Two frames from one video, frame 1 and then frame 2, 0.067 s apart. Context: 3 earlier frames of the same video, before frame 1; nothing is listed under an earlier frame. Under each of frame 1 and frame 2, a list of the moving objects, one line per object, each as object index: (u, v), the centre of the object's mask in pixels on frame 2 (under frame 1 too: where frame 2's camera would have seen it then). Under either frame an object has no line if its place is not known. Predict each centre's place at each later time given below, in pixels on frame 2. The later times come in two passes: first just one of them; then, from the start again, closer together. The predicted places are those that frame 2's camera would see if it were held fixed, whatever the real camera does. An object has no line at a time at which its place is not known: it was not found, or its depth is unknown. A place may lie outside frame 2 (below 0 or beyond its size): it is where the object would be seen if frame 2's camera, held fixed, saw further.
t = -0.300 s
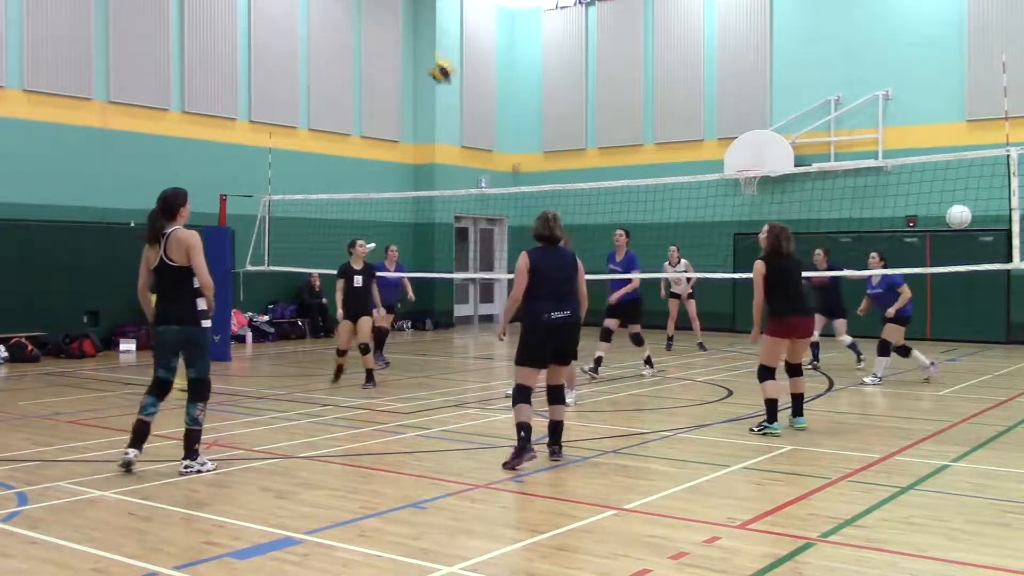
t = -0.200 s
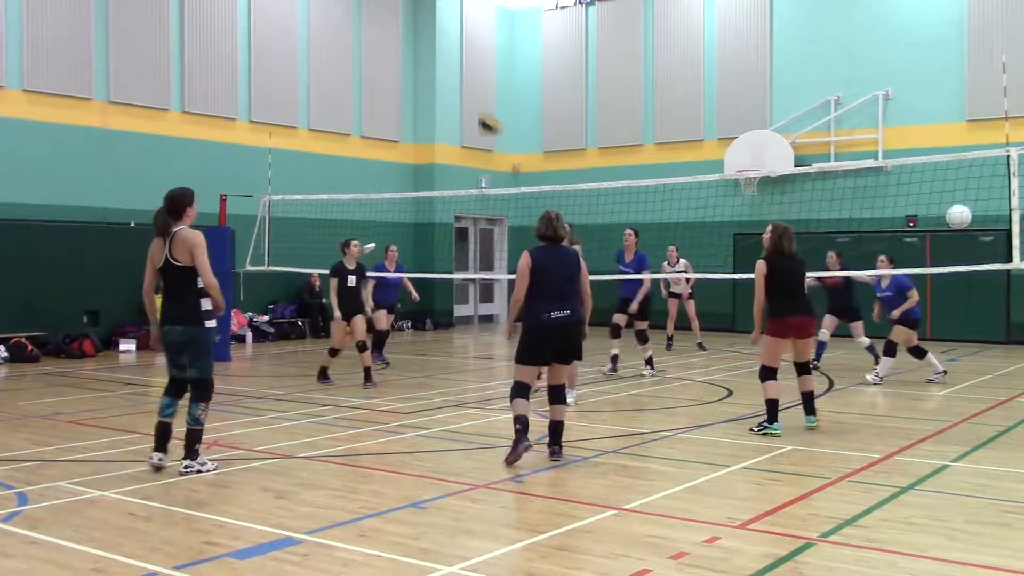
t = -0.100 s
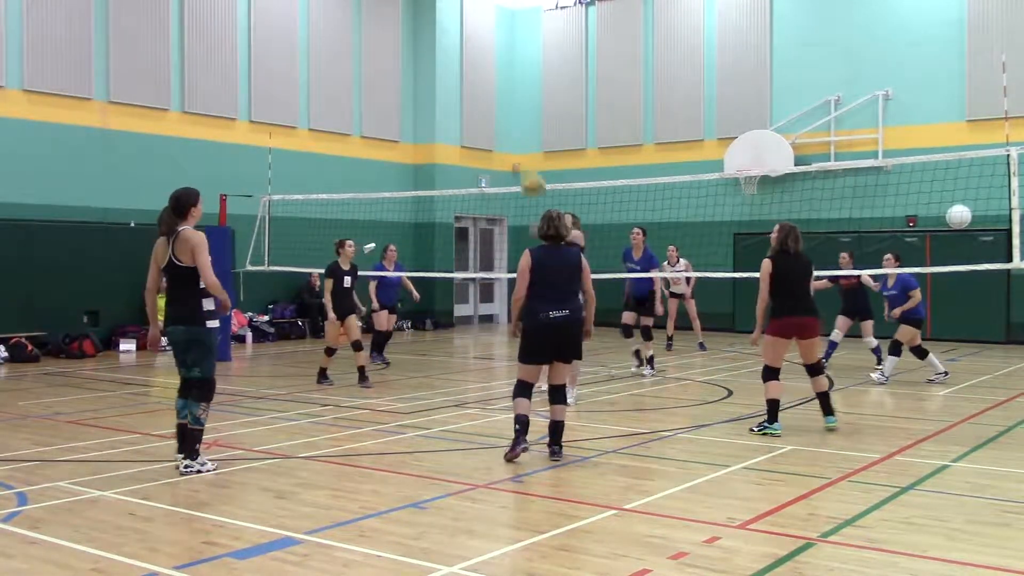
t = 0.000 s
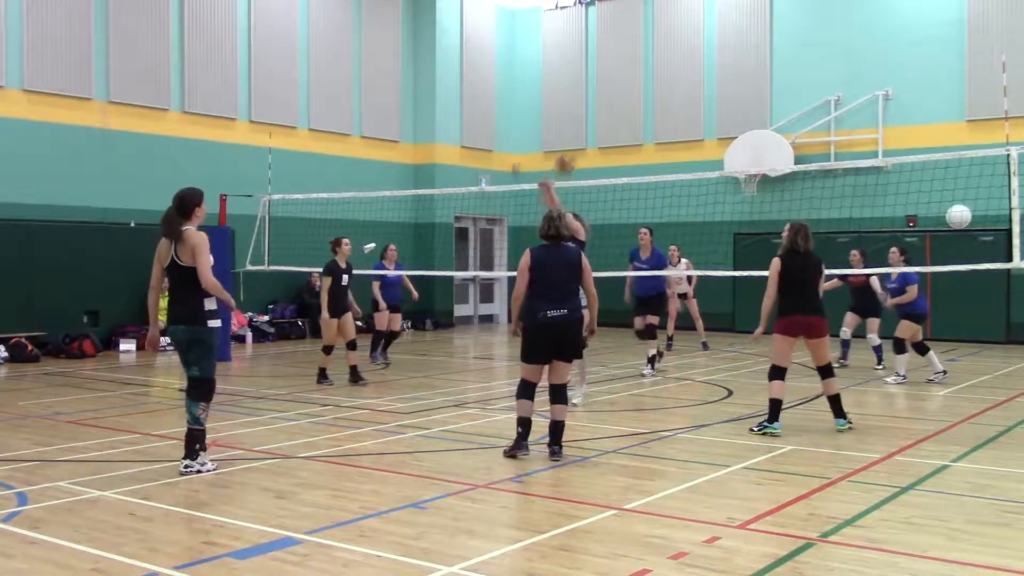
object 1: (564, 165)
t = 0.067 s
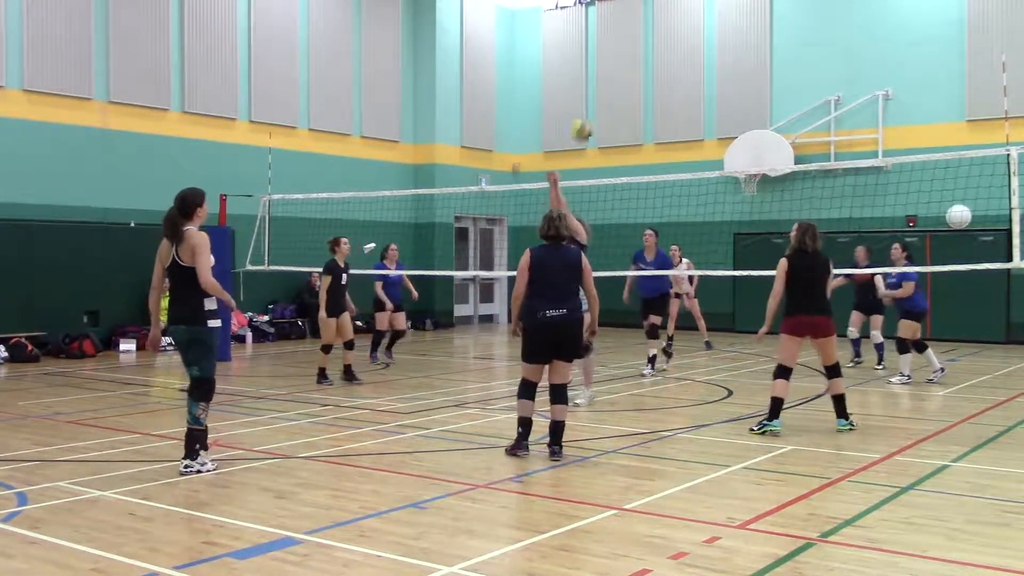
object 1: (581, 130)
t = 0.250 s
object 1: (622, 75)
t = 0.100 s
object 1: (589, 117)
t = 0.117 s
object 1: (592, 111)
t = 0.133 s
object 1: (596, 105)
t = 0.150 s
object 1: (602, 99)
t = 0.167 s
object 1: (604, 95)
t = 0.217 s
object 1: (616, 80)
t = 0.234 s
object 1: (619, 77)
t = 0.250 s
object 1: (622, 75)
